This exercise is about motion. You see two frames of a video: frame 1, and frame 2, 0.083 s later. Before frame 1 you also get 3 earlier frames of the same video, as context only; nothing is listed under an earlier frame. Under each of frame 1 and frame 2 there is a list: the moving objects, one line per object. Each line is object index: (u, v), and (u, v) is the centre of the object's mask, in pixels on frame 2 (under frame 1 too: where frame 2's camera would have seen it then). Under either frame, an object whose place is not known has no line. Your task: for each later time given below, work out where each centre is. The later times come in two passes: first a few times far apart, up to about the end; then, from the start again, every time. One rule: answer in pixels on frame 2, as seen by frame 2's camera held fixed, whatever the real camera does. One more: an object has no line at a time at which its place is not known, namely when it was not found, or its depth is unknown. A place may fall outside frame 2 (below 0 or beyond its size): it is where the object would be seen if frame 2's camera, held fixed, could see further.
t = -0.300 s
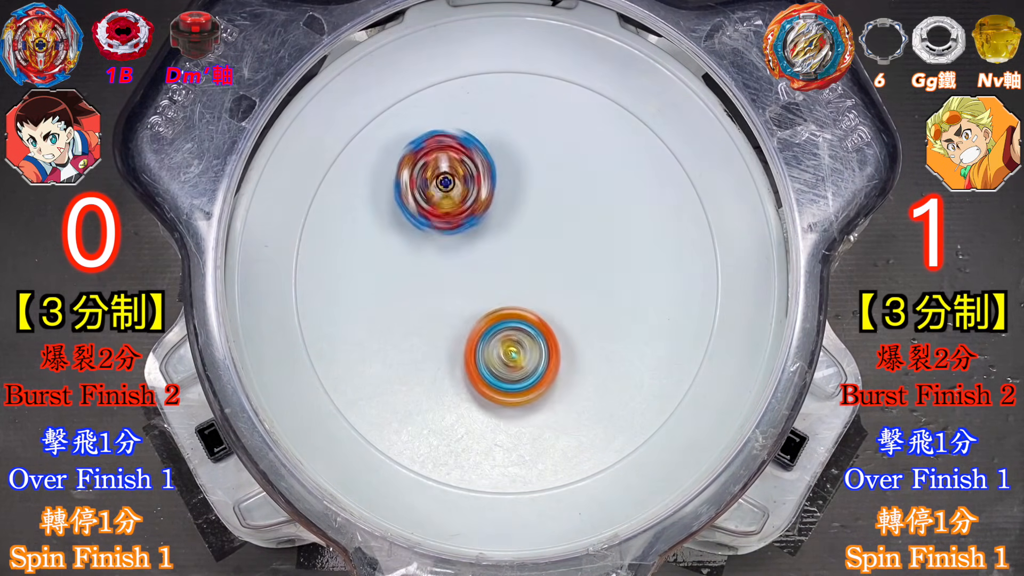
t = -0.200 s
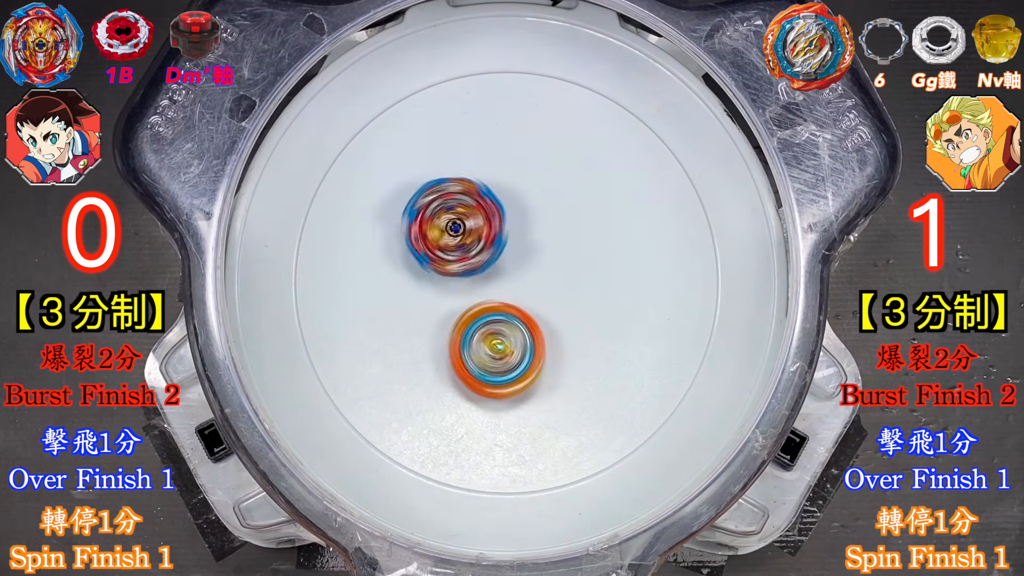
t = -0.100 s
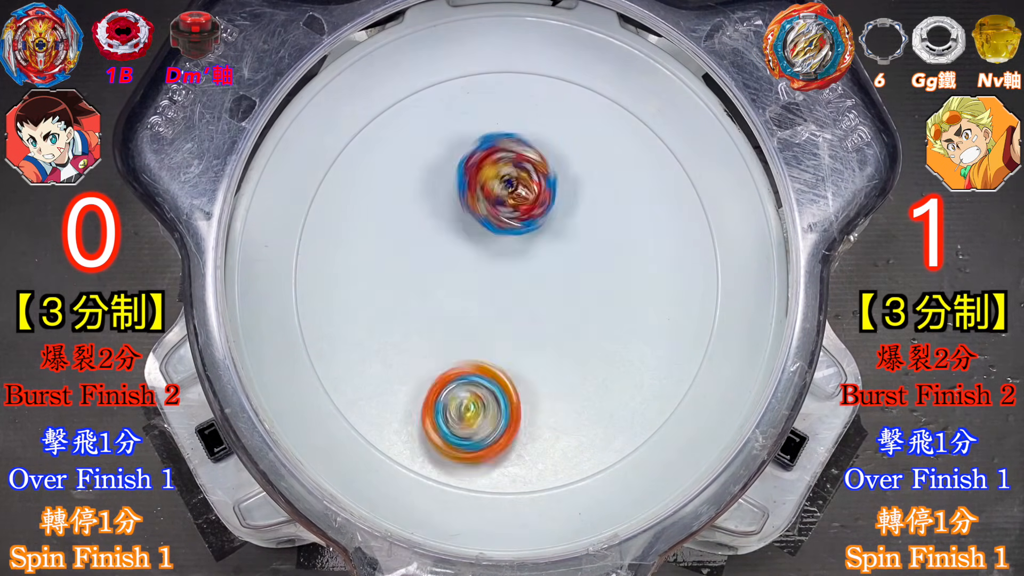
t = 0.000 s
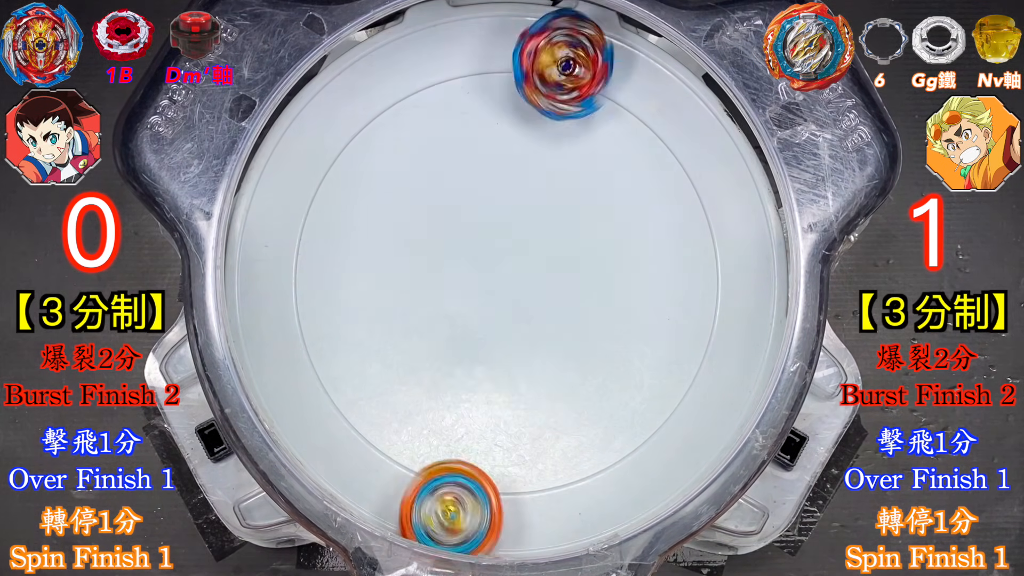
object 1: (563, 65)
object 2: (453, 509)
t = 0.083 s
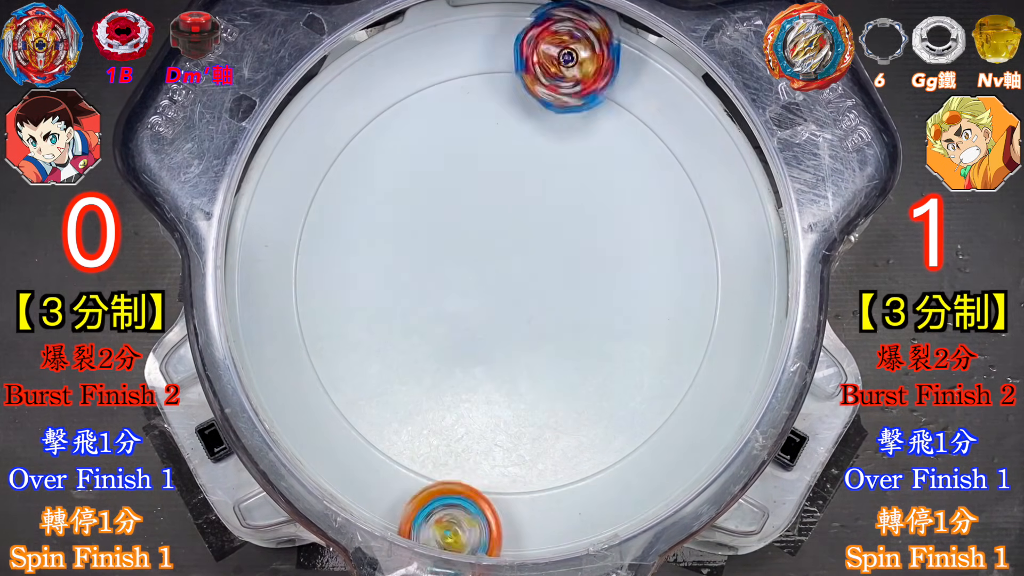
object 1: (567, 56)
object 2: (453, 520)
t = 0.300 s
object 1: (525, 162)
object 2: (470, 450)
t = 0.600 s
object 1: (491, 181)
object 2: (470, 341)
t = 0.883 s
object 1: (389, 196)
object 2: (444, 328)
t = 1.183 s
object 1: (388, 84)
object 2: (573, 495)
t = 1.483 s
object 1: (470, 169)
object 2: (577, 218)
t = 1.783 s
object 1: (375, 325)
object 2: (482, 128)
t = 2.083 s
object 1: (614, 395)
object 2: (449, 169)
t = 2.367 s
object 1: (522, 229)
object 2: (433, 208)
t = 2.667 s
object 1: (563, 283)
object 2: (399, 239)
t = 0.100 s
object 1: (563, 66)
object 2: (454, 520)
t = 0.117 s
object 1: (559, 72)
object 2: (457, 519)
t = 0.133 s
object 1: (557, 81)
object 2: (458, 516)
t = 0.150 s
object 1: (553, 90)
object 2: (458, 513)
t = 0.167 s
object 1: (549, 98)
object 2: (460, 510)
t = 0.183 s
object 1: (547, 105)
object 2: (462, 507)
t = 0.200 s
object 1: (543, 114)
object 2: (463, 501)
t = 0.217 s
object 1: (539, 122)
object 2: (463, 494)
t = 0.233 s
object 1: (537, 129)
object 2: (463, 487)
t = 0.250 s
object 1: (534, 137)
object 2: (464, 479)
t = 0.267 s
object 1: (531, 147)
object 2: (466, 470)
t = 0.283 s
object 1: (527, 155)
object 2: (468, 460)
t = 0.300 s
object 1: (525, 162)
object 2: (470, 450)
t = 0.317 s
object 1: (523, 169)
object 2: (473, 438)
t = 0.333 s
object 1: (520, 178)
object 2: (475, 425)
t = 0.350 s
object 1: (515, 183)
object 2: (476, 413)
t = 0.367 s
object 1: (514, 190)
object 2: (477, 403)
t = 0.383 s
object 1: (512, 196)
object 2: (479, 392)
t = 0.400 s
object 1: (508, 204)
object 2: (481, 380)
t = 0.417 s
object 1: (504, 209)
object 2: (481, 369)
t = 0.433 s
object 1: (502, 215)
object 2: (483, 358)
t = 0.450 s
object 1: (499, 222)
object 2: (486, 347)
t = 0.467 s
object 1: (494, 228)
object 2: (487, 335)
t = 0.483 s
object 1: (492, 231)
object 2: (486, 328)
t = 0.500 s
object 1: (493, 219)
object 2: (484, 332)
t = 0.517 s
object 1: (492, 210)
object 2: (482, 335)
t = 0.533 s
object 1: (492, 200)
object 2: (478, 337)
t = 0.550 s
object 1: (493, 194)
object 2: (476, 340)
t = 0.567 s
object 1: (492, 188)
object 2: (475, 341)
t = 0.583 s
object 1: (491, 184)
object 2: (472, 341)
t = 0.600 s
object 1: (491, 181)
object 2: (470, 341)
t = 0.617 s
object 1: (488, 181)
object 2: (469, 340)
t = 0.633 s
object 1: (485, 182)
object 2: (466, 338)
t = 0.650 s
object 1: (480, 182)
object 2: (464, 337)
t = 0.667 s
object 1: (475, 183)
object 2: (463, 335)
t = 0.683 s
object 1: (469, 184)
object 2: (460, 332)
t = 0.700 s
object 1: (461, 185)
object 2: (458, 331)
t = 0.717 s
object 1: (454, 185)
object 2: (456, 328)
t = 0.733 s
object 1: (447, 187)
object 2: (453, 325)
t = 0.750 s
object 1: (438, 188)
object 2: (451, 324)
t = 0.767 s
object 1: (432, 190)
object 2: (450, 321)
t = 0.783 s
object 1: (426, 193)
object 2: (448, 318)
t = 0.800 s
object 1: (420, 197)
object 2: (446, 316)
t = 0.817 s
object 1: (413, 201)
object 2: (444, 312)
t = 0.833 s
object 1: (408, 205)
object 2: (442, 310)
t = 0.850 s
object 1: (404, 211)
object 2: (441, 309)
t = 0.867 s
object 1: (398, 218)
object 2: (439, 306)
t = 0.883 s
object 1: (389, 196)
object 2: (444, 328)
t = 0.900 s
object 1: (382, 169)
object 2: (450, 355)
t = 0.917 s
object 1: (373, 144)
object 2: (455, 381)
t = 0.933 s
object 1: (366, 121)
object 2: (463, 406)
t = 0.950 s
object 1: (367, 103)
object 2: (471, 429)
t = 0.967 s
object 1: (367, 90)
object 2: (478, 448)
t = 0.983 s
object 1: (369, 77)
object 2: (485, 466)
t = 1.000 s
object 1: (372, 76)
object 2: (493, 482)
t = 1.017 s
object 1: (371, 78)
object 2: (503, 491)
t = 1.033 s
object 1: (372, 79)
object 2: (512, 497)
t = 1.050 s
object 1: (372, 81)
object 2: (521, 504)
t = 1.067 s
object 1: (372, 83)
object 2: (530, 508)
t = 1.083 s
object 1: (373, 85)
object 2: (538, 509)
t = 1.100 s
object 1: (374, 84)
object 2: (544, 510)
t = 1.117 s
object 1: (375, 86)
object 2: (551, 509)
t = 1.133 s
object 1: (376, 86)
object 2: (557, 507)
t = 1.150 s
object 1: (378, 85)
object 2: (563, 504)
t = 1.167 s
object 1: (382, 85)
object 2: (567, 500)
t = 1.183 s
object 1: (388, 84)
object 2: (573, 495)
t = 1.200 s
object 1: (392, 85)
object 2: (578, 487)
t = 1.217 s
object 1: (396, 86)
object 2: (582, 476)
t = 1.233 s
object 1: (400, 86)
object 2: (586, 466)
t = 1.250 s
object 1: (406, 87)
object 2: (591, 453)
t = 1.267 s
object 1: (414, 91)
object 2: (598, 438)
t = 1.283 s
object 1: (420, 95)
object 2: (601, 423)
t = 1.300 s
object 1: (426, 101)
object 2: (606, 406)
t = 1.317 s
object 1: (433, 107)
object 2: (609, 391)
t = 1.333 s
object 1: (440, 113)
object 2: (611, 373)
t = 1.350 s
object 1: (447, 120)
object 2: (611, 357)
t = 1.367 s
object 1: (452, 128)
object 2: (612, 340)
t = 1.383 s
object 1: (456, 133)
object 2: (611, 322)
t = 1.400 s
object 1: (461, 140)
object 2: (608, 304)
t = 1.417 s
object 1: (464, 146)
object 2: (605, 287)
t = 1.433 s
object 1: (467, 154)
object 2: (601, 271)
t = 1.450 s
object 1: (467, 159)
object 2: (595, 252)
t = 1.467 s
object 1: (469, 163)
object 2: (587, 236)
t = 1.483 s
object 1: (470, 169)
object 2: (577, 218)
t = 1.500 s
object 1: (472, 175)
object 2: (568, 201)
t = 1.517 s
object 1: (464, 178)
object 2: (562, 189)
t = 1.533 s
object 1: (450, 180)
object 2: (565, 176)
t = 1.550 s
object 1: (436, 185)
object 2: (565, 167)
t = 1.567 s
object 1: (421, 189)
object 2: (563, 158)
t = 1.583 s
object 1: (410, 194)
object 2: (562, 148)
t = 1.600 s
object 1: (400, 202)
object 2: (557, 141)
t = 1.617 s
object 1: (390, 208)
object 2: (551, 135)
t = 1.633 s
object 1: (384, 217)
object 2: (547, 129)
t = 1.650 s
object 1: (376, 227)
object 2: (538, 125)
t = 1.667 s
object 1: (371, 238)
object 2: (530, 122)
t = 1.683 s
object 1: (368, 250)
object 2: (523, 120)
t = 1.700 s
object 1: (365, 261)
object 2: (513, 119)
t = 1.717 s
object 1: (366, 272)
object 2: (505, 120)
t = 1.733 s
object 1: (366, 285)
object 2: (499, 121)
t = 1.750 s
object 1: (368, 298)
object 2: (491, 123)
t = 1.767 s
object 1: (372, 311)
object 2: (486, 126)
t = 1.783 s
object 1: (375, 325)
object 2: (482, 128)
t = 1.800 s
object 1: (381, 336)
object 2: (477, 131)
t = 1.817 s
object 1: (388, 349)
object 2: (474, 134)
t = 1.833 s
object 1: (395, 362)
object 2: (474, 137)
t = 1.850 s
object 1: (404, 374)
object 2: (471, 139)
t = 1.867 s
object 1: (416, 384)
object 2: (469, 142)
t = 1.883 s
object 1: (428, 396)
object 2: (470, 145)
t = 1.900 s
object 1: (439, 407)
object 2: (466, 147)
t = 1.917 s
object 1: (454, 415)
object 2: (465, 150)
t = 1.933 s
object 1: (469, 421)
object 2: (465, 152)
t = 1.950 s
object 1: (486, 427)
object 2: (462, 154)
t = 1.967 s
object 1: (502, 431)
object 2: (460, 156)
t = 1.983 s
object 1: (519, 433)
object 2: (460, 158)
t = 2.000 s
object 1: (536, 431)
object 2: (457, 159)
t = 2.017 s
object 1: (555, 427)
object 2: (455, 161)
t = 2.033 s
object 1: (572, 423)
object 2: (455, 164)
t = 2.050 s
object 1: (587, 415)
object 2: (451, 164)
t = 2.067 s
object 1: (601, 406)
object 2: (450, 167)
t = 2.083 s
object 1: (614, 395)
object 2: (449, 169)
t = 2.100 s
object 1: (625, 383)
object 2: (447, 170)
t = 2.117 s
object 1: (636, 368)
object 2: (445, 172)
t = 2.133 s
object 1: (644, 354)
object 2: (445, 175)
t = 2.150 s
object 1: (649, 339)
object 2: (442, 176)
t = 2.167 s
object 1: (651, 322)
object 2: (441, 178)
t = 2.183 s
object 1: (650, 306)
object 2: (441, 181)
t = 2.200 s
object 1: (645, 291)
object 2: (439, 183)
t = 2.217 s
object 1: (638, 277)
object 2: (438, 186)
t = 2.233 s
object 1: (628, 263)
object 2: (439, 189)
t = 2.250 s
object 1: (617, 252)
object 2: (437, 191)
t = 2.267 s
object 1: (605, 242)
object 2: (436, 194)
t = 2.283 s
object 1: (591, 235)
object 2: (436, 197)
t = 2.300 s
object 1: (577, 230)
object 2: (434, 198)
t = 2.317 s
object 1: (563, 226)
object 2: (434, 201)
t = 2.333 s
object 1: (547, 226)
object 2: (435, 204)
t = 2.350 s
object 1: (533, 227)
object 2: (433, 206)
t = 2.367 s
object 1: (522, 229)
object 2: (433, 208)
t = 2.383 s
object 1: (514, 236)
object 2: (430, 209)
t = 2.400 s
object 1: (508, 245)
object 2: (425, 210)
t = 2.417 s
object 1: (507, 253)
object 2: (420, 209)
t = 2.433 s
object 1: (507, 262)
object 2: (415, 207)
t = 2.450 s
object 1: (509, 270)
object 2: (409, 208)
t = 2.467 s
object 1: (511, 278)
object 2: (406, 209)
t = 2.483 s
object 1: (514, 285)
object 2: (405, 210)
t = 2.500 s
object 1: (519, 291)
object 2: (404, 214)
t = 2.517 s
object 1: (524, 296)
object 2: (403, 218)
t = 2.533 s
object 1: (530, 298)
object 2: (402, 219)
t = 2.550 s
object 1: (536, 299)
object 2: (402, 223)
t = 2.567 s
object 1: (541, 299)
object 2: (402, 225)
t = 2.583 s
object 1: (546, 299)
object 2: (400, 227)
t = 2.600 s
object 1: (550, 297)
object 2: (400, 230)
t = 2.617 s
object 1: (555, 294)
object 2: (401, 232)
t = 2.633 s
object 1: (558, 290)
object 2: (399, 235)
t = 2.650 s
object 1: (561, 287)
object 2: (398, 237)
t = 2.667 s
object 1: (563, 283)
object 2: (399, 239)
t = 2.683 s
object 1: (565, 280)
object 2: (398, 241)
